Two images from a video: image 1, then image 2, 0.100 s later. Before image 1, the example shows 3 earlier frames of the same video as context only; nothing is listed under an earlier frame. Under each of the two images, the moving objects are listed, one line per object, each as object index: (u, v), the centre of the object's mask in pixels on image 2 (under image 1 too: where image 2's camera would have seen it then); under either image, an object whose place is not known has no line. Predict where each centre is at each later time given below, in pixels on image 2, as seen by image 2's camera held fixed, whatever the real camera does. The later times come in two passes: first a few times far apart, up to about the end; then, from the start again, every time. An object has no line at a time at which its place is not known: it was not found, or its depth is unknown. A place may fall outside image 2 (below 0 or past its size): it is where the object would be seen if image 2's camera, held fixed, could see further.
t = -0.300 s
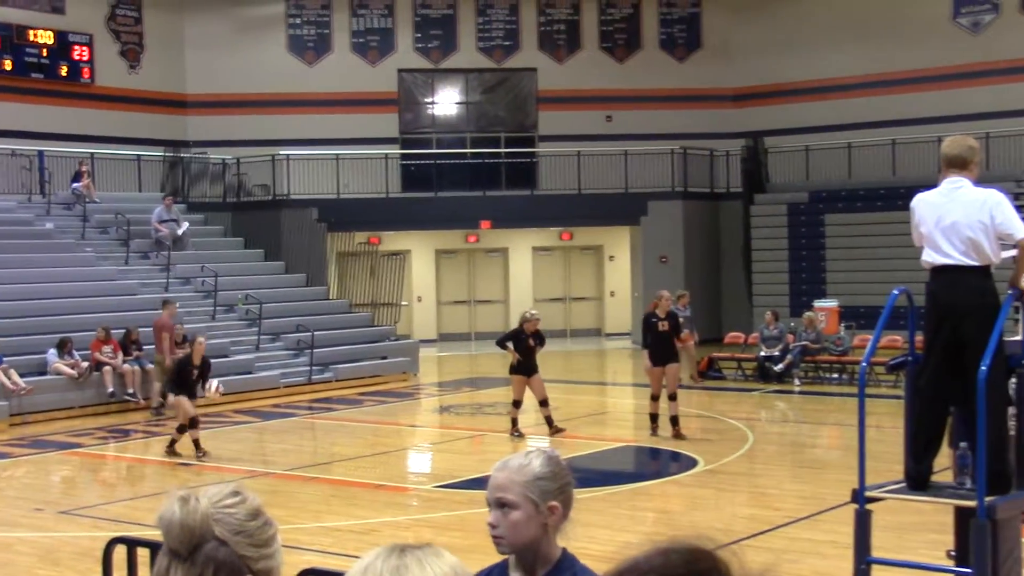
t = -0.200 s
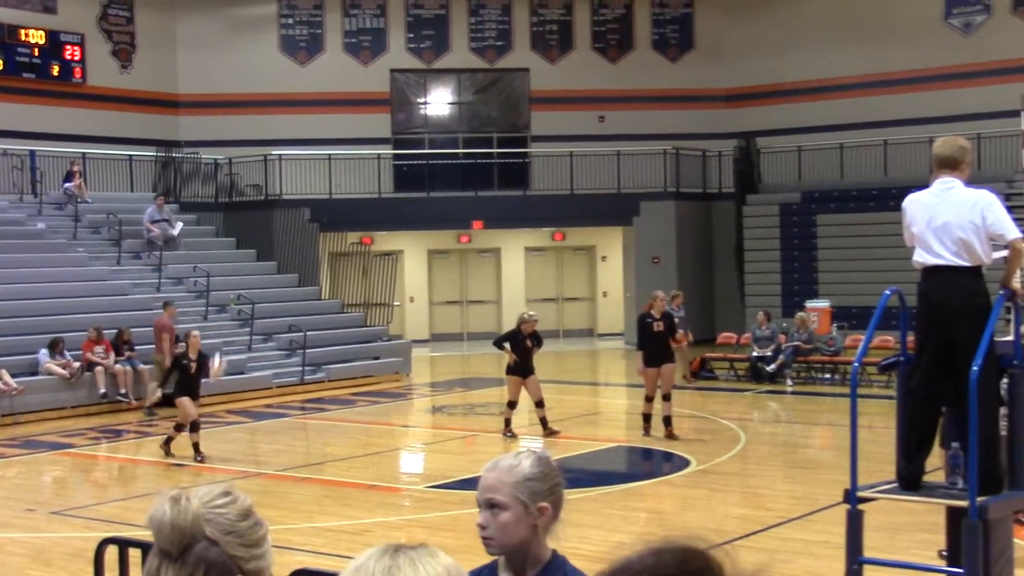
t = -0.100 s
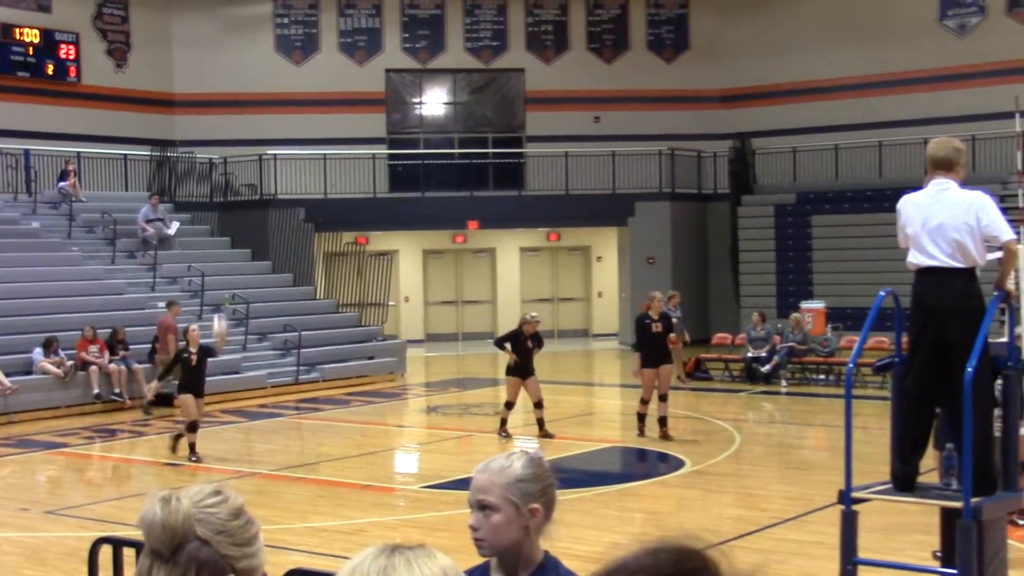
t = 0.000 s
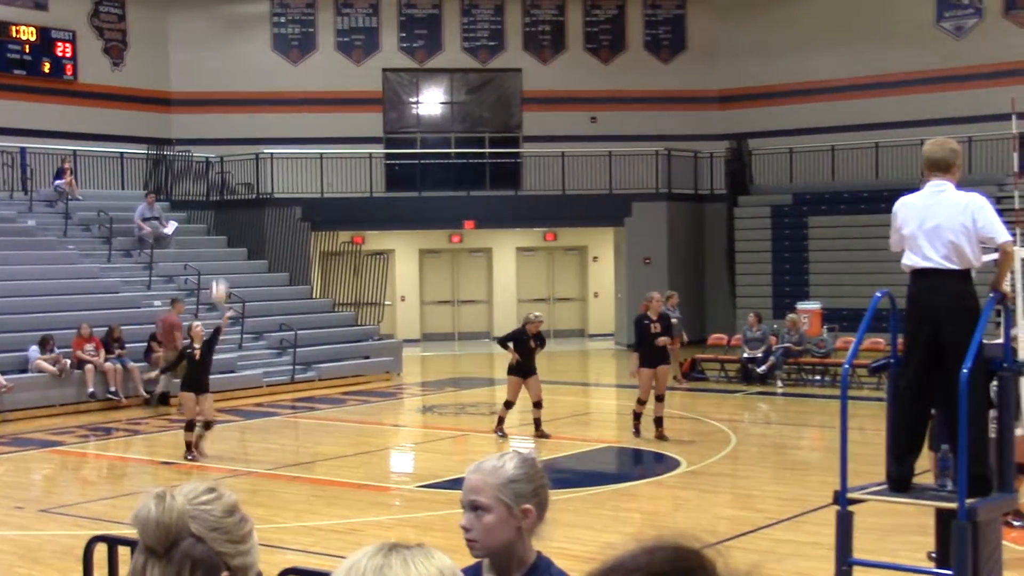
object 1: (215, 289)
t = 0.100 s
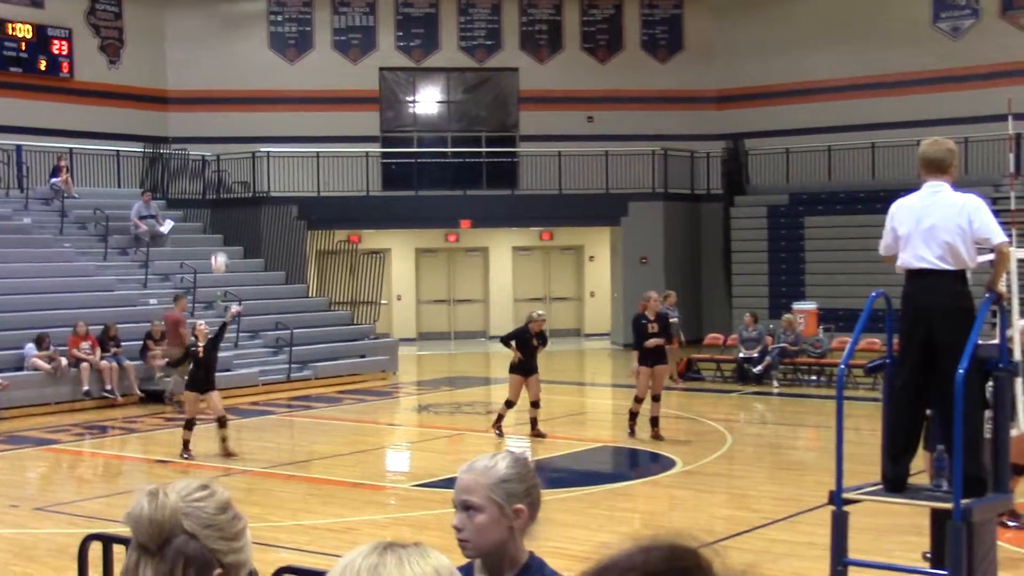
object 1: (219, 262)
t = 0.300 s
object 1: (228, 238)
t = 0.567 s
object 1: (241, 255)
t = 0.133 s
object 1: (221, 256)
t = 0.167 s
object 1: (222, 251)
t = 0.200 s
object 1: (224, 246)
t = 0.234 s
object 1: (225, 242)
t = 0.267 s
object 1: (226, 239)
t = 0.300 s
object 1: (228, 238)
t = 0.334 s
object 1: (229, 237)
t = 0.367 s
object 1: (231, 237)
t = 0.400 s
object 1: (232, 237)
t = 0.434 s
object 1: (234, 239)
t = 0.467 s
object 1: (236, 242)
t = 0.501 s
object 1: (238, 245)
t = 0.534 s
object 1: (239, 249)
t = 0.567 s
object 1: (241, 255)
